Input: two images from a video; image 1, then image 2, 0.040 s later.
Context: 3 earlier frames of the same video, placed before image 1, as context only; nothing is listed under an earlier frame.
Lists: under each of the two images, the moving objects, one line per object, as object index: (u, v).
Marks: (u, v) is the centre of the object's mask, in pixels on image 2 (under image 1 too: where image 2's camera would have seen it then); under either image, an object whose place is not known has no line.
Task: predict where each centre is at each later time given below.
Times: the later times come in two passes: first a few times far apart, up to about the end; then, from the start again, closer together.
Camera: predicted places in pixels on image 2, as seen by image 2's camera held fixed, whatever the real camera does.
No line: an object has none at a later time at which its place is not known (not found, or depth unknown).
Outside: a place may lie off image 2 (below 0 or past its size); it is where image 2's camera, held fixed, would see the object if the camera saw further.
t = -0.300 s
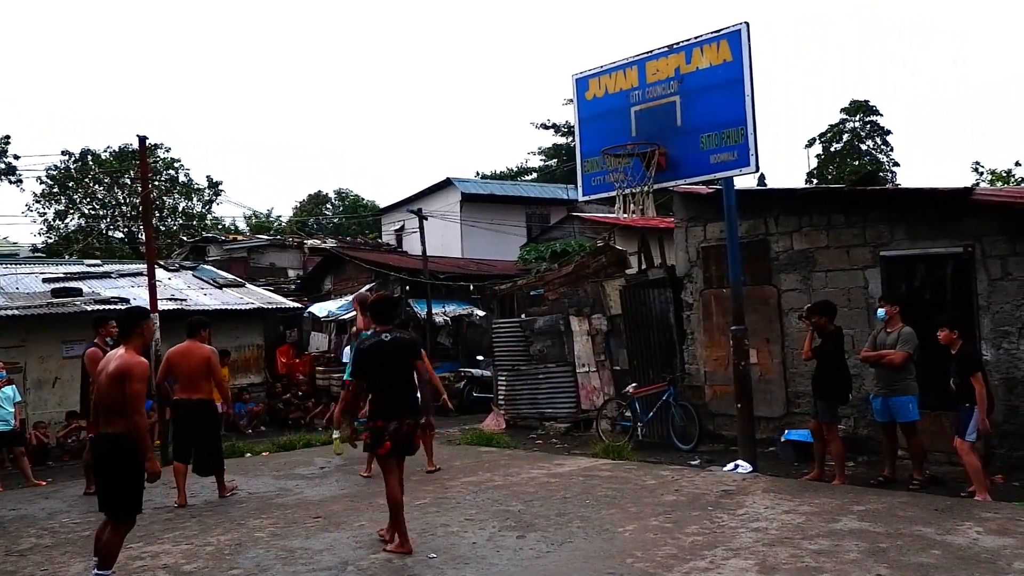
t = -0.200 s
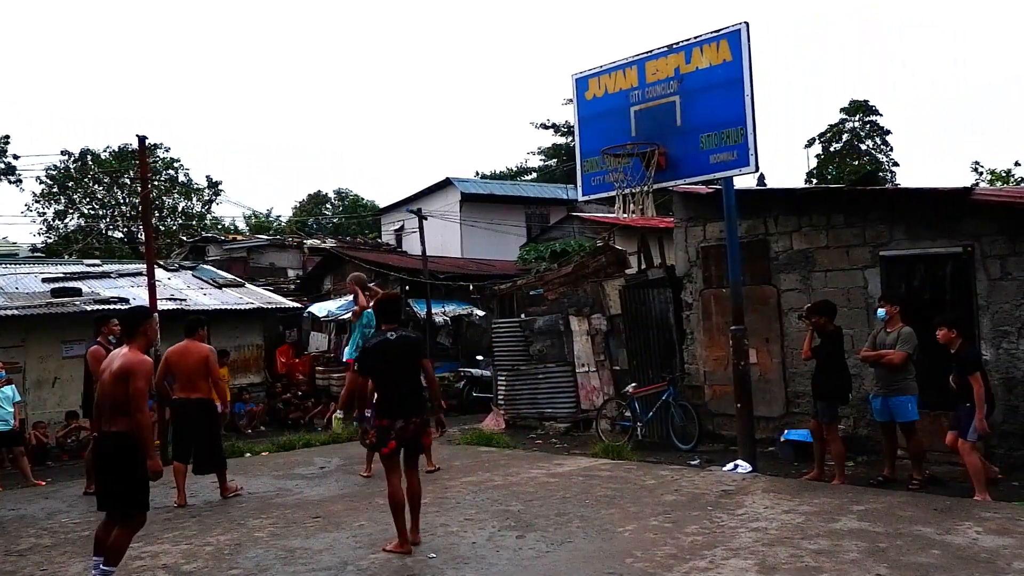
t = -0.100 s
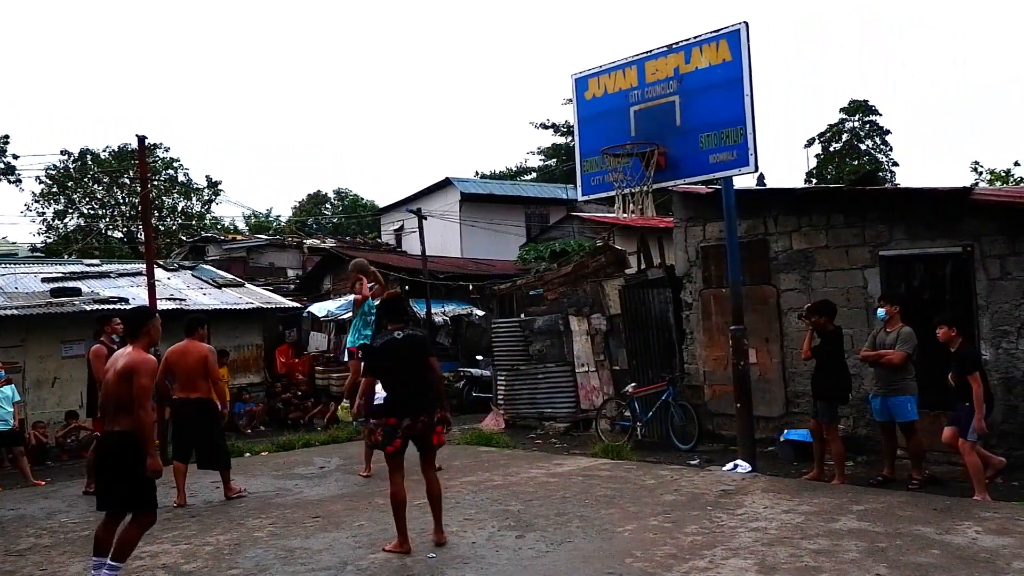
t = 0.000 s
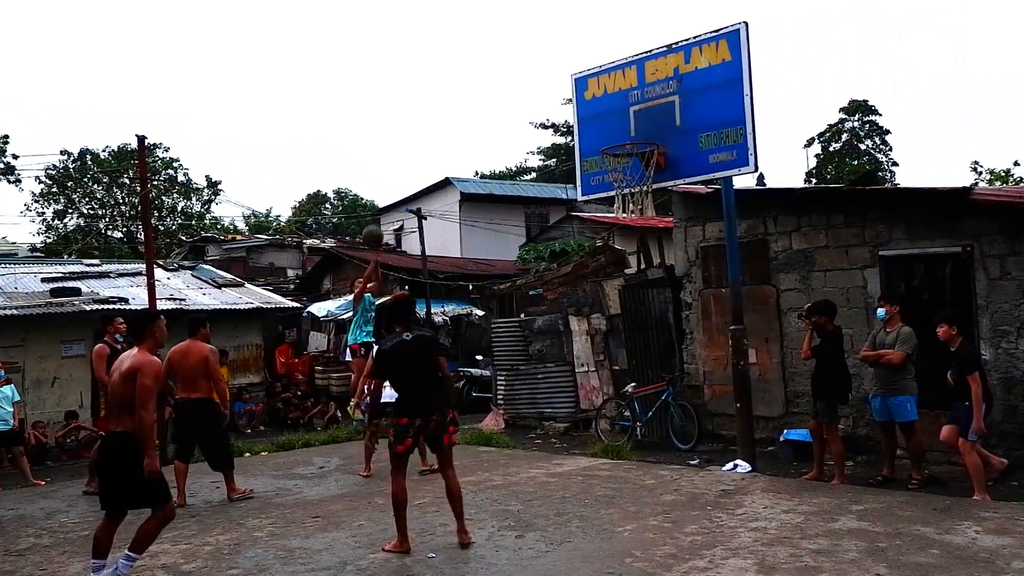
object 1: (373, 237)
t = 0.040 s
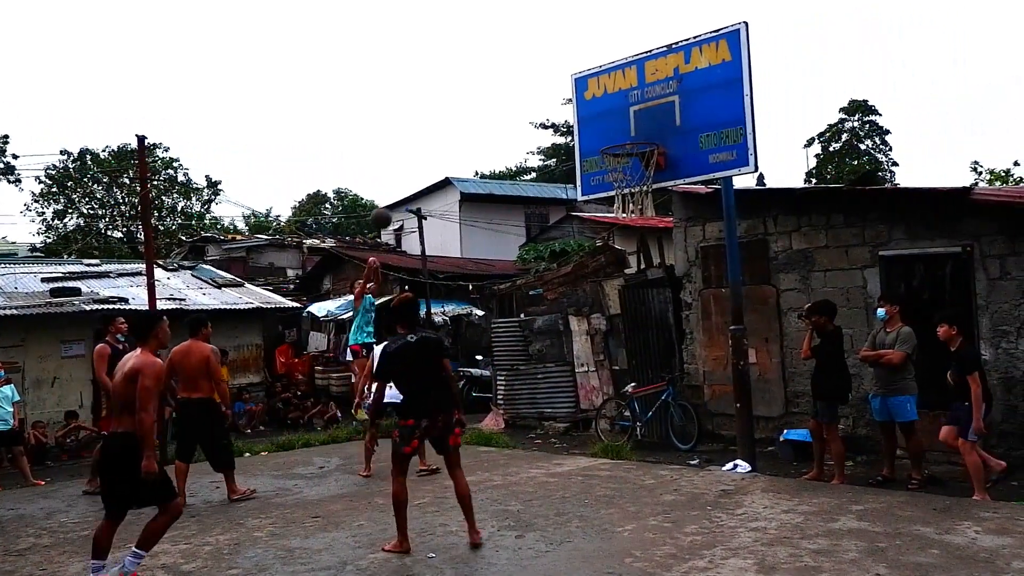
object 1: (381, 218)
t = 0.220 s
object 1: (420, 153)
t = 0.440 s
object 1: (475, 106)
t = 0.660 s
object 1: (540, 101)
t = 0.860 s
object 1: (607, 137)
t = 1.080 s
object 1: (654, 125)
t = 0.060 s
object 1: (385, 211)
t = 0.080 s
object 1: (389, 203)
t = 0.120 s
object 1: (398, 187)
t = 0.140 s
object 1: (402, 179)
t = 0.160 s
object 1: (407, 172)
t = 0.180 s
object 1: (411, 166)
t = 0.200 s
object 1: (416, 159)
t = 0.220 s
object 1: (420, 153)
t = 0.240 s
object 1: (425, 147)
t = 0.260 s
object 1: (430, 142)
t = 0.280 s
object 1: (434, 136)
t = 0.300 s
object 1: (439, 132)
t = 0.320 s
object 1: (444, 127)
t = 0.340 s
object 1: (449, 123)
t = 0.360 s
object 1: (454, 118)
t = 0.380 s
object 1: (459, 115)
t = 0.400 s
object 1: (465, 111)
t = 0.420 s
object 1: (470, 108)
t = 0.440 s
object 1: (475, 106)
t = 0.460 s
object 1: (480, 103)
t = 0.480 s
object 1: (486, 101)
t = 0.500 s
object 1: (491, 100)
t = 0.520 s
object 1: (497, 98)
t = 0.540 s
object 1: (503, 97)
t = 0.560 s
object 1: (508, 97)
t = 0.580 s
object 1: (514, 97)
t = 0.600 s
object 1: (522, 98)
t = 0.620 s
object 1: (528, 98)
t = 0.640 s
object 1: (534, 99)
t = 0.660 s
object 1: (540, 101)
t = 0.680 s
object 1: (546, 103)
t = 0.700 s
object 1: (553, 106)
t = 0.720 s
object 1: (559, 109)
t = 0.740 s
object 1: (566, 112)
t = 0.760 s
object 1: (573, 117)
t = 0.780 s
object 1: (580, 121)
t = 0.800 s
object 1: (588, 126)
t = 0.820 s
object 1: (595, 131)
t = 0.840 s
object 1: (602, 136)
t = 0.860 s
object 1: (607, 137)
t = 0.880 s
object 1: (611, 136)
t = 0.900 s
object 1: (615, 135)
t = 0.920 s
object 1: (619, 133)
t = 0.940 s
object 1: (623, 134)
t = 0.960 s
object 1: (627, 134)
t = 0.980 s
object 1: (631, 132)
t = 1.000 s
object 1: (635, 131)
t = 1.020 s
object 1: (641, 129)
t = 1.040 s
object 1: (645, 127)
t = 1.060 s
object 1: (649, 126)
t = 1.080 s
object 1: (654, 125)
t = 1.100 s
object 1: (658, 124)
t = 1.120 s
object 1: (663, 124)
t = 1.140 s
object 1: (667, 124)
